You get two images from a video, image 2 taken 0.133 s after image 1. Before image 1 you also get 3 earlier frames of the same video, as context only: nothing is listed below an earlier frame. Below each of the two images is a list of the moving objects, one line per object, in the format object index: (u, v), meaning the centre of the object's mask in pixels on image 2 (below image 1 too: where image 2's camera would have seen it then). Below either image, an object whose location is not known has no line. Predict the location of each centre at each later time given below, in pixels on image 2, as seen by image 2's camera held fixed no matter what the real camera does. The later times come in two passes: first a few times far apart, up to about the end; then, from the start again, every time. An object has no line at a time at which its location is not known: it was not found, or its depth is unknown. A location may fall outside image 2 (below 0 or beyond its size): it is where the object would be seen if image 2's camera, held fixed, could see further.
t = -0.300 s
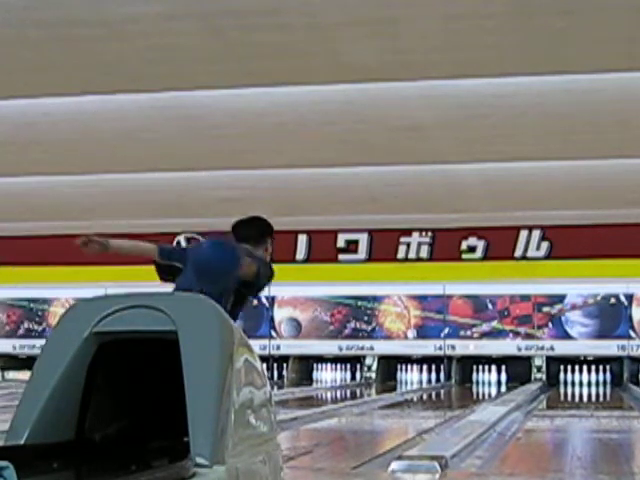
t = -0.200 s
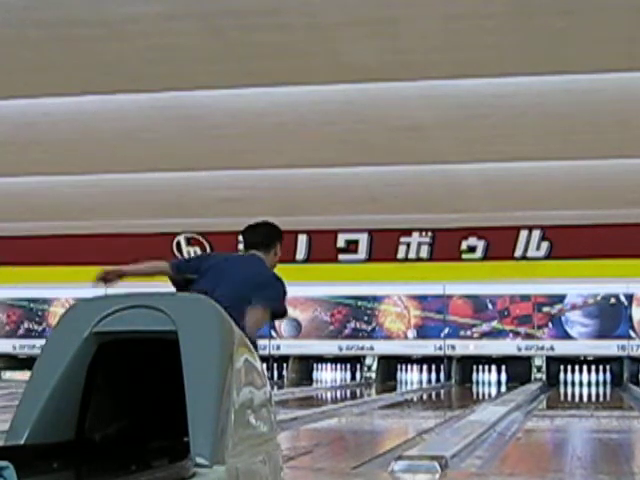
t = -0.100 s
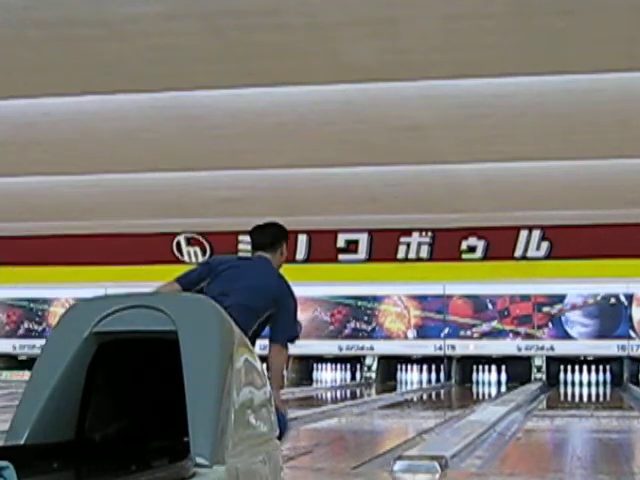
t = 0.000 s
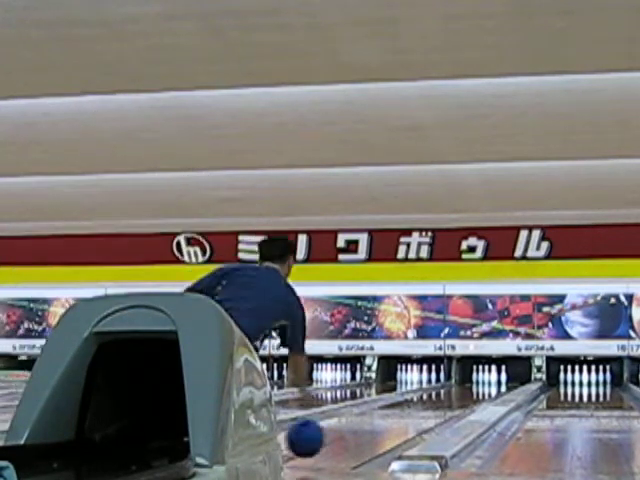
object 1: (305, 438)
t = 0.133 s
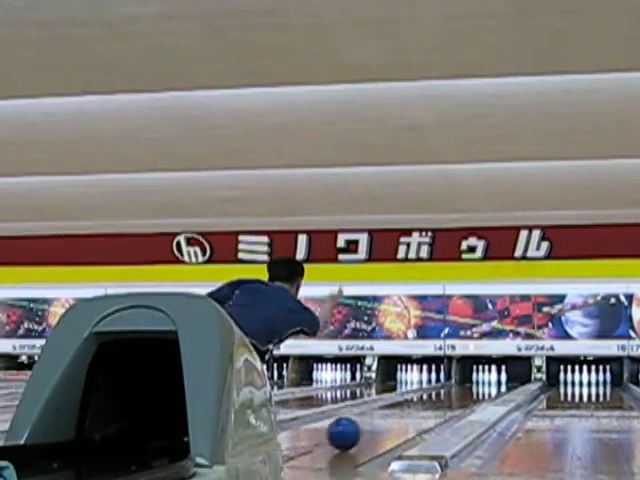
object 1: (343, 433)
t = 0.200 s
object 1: (359, 428)
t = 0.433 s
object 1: (398, 412)
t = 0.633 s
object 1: (421, 404)
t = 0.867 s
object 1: (440, 396)
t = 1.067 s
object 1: (452, 392)
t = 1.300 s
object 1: (464, 388)
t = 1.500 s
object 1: (472, 384)
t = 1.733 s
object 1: (478, 383)
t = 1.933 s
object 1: (483, 382)
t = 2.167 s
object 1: (487, 381)
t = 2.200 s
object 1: (487, 381)
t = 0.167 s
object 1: (351, 430)
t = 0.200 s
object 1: (359, 428)
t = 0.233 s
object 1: (365, 425)
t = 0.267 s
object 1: (372, 423)
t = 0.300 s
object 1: (377, 421)
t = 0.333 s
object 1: (383, 419)
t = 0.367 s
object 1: (388, 416)
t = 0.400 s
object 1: (393, 415)
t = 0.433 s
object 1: (398, 412)
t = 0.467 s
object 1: (403, 411)
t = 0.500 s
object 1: (406, 409)
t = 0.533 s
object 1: (410, 409)
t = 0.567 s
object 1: (414, 407)
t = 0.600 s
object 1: (418, 405)
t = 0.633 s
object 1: (421, 404)
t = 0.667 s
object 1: (424, 403)
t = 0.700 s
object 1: (427, 402)
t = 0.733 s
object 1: (430, 401)
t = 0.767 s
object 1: (432, 400)
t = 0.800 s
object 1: (436, 398)
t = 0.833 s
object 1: (438, 397)
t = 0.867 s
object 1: (440, 396)
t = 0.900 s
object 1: (442, 397)
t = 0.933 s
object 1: (444, 395)
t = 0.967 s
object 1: (446, 394)
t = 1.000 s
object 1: (449, 392)
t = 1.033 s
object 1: (450, 393)
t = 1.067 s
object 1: (452, 392)
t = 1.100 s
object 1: (455, 392)
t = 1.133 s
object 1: (456, 391)
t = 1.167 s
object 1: (458, 390)
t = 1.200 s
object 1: (460, 390)
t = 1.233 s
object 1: (462, 389)
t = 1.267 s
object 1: (463, 388)
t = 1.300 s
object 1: (464, 388)
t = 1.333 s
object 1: (465, 388)
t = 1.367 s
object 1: (465, 387)
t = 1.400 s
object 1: (466, 387)
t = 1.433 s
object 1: (469, 386)
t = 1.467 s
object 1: (471, 385)
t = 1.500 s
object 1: (472, 384)
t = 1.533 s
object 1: (472, 385)
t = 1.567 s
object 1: (473, 384)
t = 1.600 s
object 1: (474, 384)
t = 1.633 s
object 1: (475, 384)
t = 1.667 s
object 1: (477, 383)
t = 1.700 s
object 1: (477, 383)
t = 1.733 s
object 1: (478, 383)
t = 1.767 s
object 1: (478, 383)
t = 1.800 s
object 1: (480, 382)
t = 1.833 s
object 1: (481, 382)
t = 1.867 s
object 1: (481, 382)
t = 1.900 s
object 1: (482, 382)
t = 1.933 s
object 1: (483, 382)
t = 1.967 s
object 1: (483, 382)
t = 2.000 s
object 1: (484, 381)
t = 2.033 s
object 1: (484, 381)
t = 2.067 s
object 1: (485, 380)
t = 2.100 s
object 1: (486, 380)
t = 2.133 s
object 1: (486, 380)
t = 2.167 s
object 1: (487, 381)
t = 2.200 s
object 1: (487, 381)
